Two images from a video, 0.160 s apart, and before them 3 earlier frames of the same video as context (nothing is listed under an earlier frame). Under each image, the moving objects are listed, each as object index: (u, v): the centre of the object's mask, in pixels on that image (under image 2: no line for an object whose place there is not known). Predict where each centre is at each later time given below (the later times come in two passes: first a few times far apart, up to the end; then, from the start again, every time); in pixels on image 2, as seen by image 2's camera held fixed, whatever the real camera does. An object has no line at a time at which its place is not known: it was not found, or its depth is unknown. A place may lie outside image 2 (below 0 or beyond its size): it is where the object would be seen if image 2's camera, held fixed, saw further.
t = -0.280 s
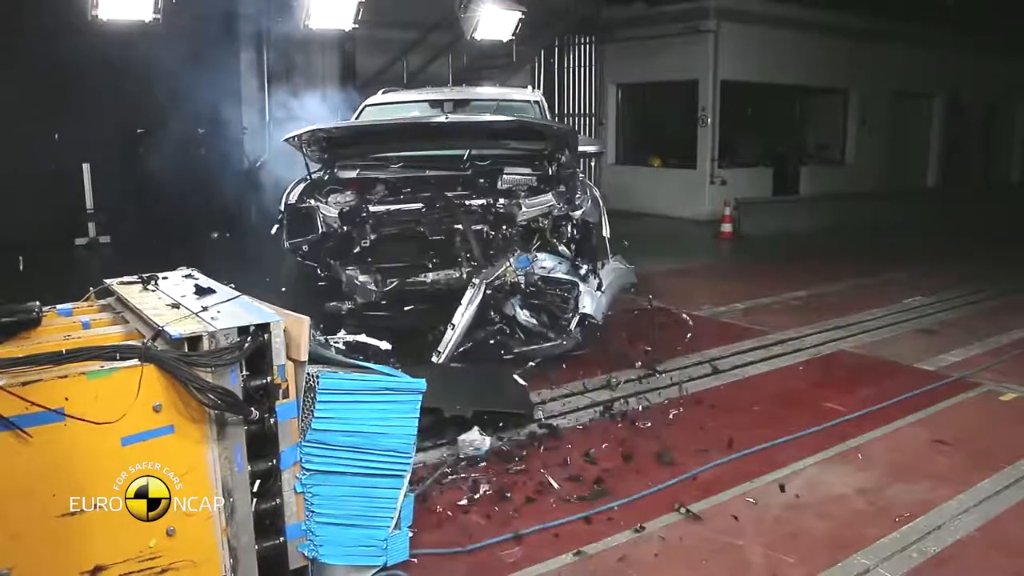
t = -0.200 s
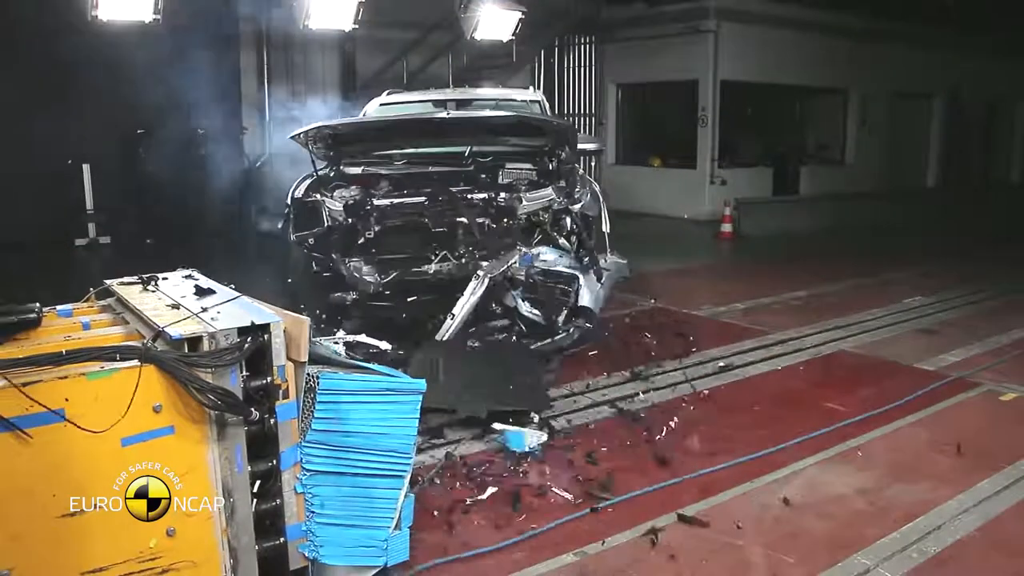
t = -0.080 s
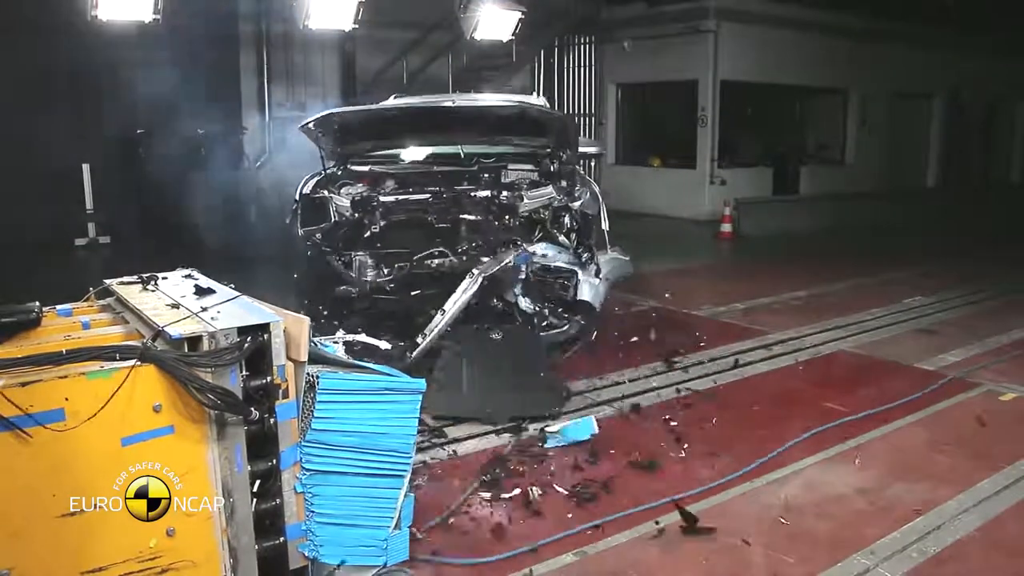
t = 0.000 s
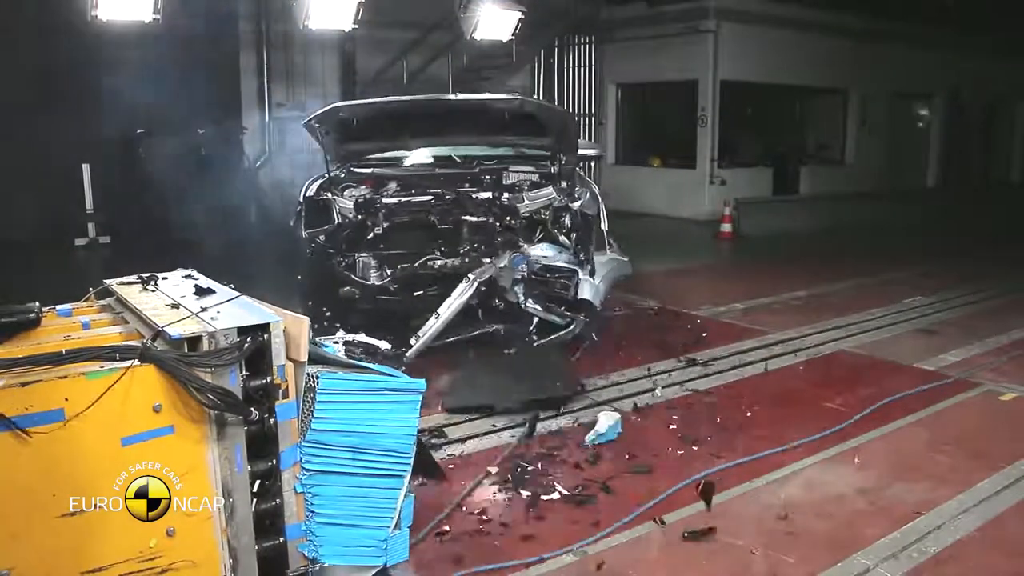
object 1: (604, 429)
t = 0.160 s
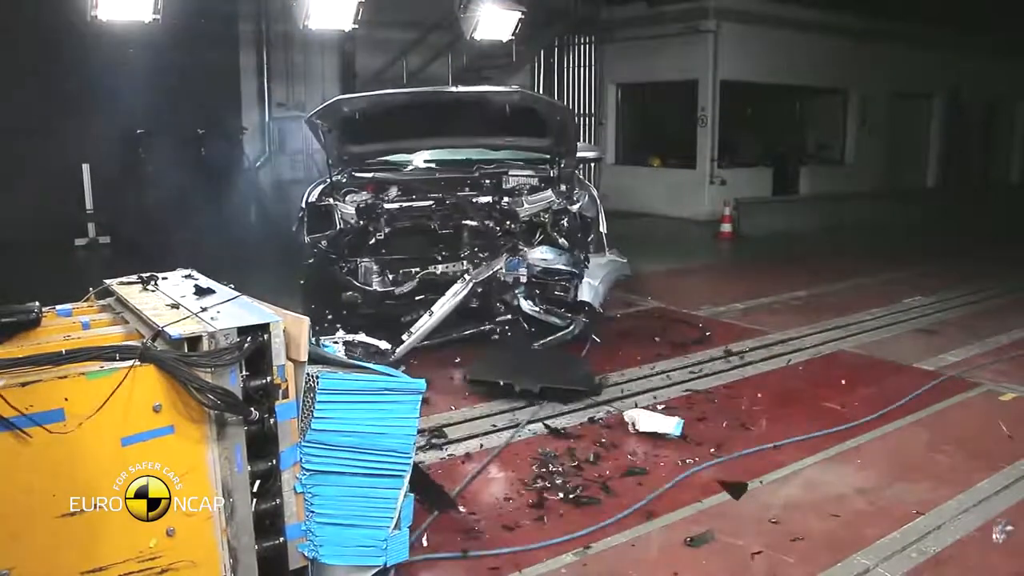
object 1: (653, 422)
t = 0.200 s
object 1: (664, 423)
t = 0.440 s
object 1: (706, 422)
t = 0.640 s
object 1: (733, 423)
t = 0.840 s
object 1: (736, 422)
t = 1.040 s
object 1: (736, 421)
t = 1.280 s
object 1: (736, 422)
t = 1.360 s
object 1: (736, 422)
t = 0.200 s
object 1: (664, 423)
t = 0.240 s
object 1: (674, 422)
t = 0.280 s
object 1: (681, 421)
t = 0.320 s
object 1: (688, 422)
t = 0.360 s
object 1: (694, 422)
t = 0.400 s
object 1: (700, 422)
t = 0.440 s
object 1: (706, 422)
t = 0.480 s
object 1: (712, 422)
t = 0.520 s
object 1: (718, 422)
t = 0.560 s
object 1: (724, 423)
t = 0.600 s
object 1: (729, 423)
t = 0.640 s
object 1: (733, 423)
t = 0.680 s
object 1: (734, 422)
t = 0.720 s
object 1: (735, 422)
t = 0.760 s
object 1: (736, 422)
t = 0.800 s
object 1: (736, 422)
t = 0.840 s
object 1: (736, 422)
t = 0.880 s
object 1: (736, 421)
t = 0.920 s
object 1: (736, 422)
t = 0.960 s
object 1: (736, 422)
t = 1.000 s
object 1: (736, 422)
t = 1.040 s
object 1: (736, 421)
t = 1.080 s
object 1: (736, 422)
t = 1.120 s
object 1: (736, 422)
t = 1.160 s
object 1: (736, 422)
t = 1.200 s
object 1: (736, 422)
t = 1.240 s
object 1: (736, 422)
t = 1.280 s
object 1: (736, 422)
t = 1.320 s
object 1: (736, 422)
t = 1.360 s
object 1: (736, 422)
